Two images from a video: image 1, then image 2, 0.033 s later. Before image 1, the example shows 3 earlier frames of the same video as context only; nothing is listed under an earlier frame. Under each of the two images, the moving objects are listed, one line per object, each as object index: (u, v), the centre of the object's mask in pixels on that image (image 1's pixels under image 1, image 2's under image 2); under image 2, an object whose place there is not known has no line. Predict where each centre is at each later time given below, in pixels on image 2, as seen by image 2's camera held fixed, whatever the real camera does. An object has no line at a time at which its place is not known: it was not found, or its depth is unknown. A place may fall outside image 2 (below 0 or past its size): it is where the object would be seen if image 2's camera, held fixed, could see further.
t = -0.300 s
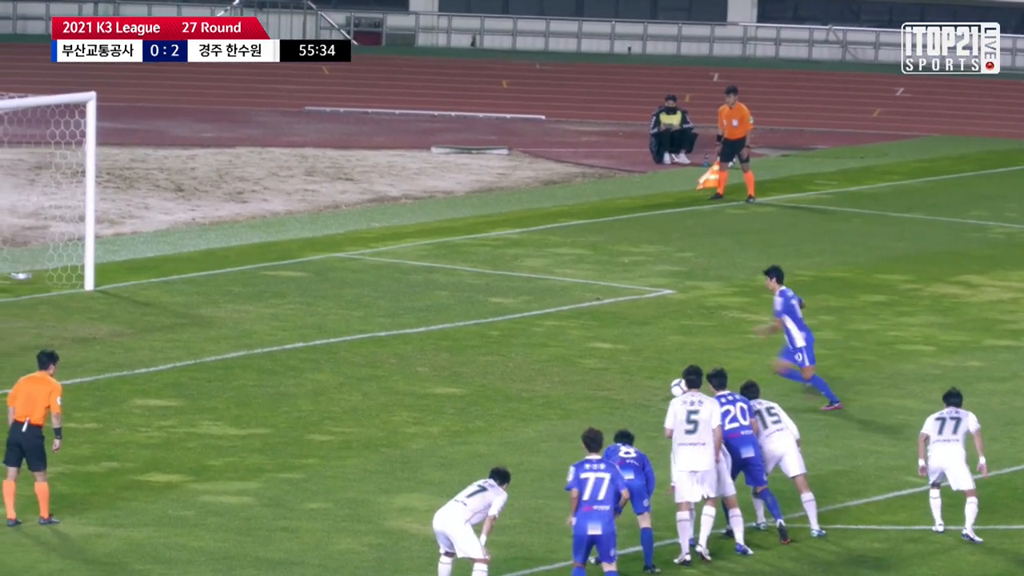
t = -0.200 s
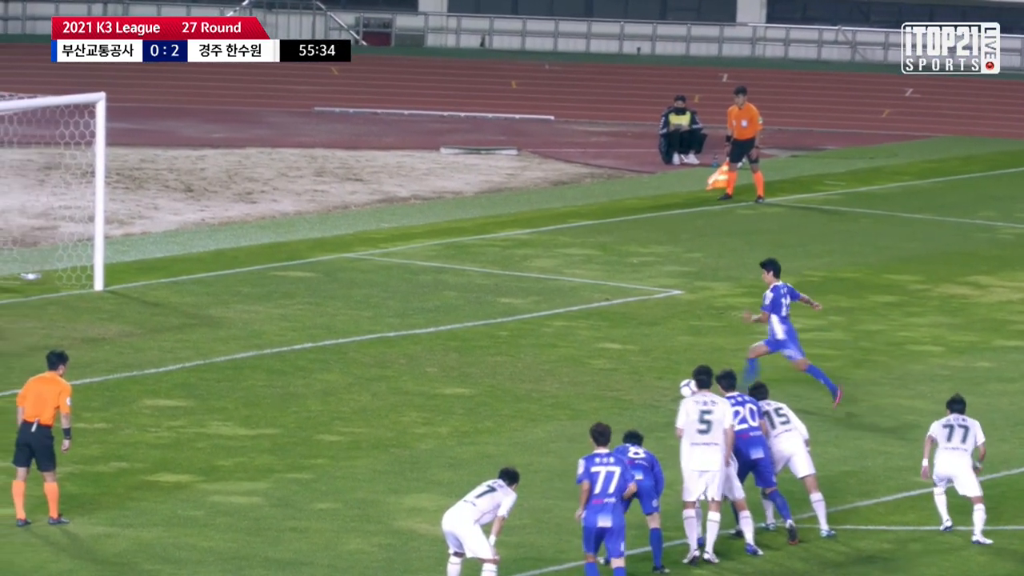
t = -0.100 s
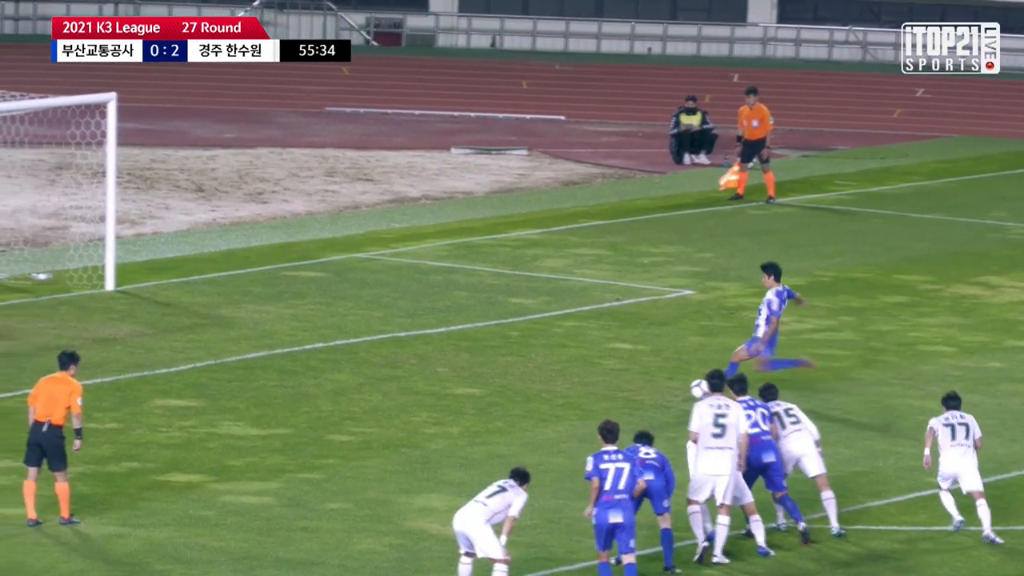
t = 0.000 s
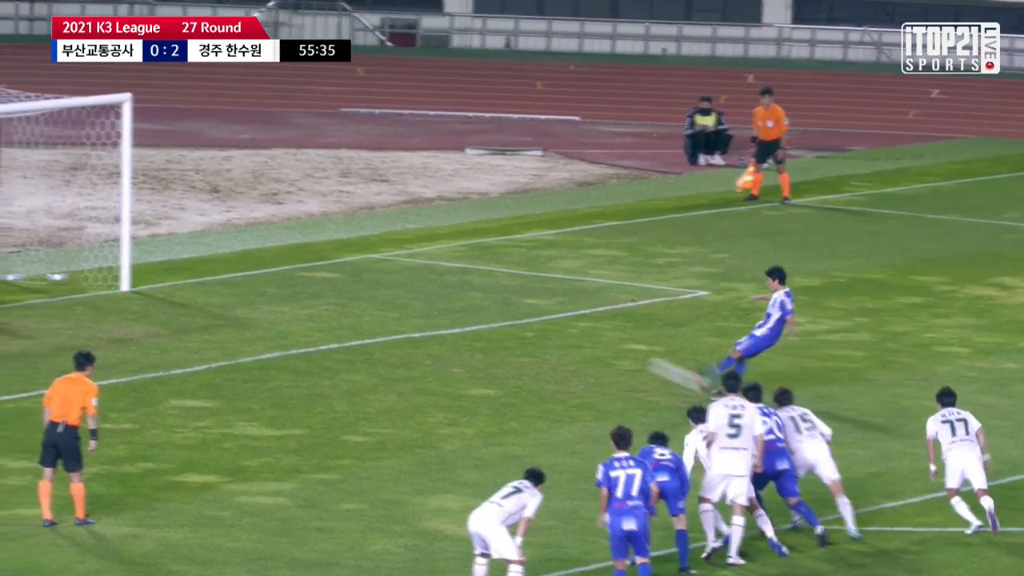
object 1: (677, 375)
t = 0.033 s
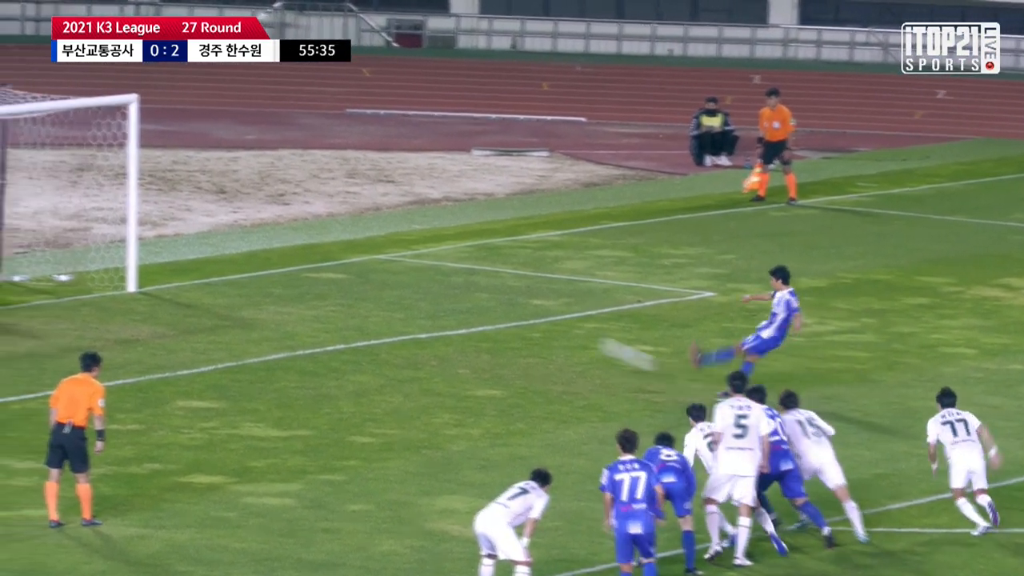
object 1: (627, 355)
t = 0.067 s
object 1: (573, 335)
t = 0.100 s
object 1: (521, 317)
